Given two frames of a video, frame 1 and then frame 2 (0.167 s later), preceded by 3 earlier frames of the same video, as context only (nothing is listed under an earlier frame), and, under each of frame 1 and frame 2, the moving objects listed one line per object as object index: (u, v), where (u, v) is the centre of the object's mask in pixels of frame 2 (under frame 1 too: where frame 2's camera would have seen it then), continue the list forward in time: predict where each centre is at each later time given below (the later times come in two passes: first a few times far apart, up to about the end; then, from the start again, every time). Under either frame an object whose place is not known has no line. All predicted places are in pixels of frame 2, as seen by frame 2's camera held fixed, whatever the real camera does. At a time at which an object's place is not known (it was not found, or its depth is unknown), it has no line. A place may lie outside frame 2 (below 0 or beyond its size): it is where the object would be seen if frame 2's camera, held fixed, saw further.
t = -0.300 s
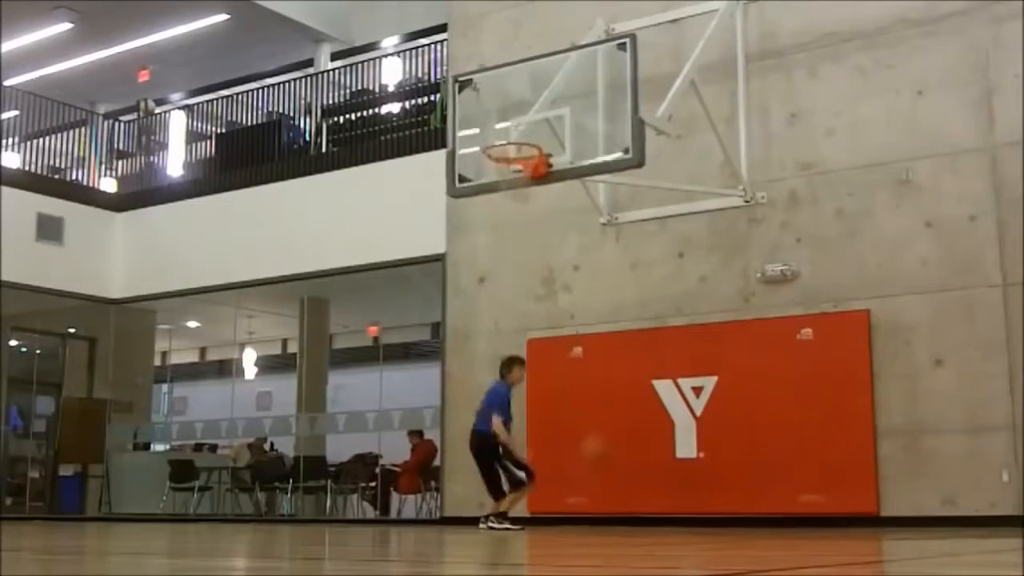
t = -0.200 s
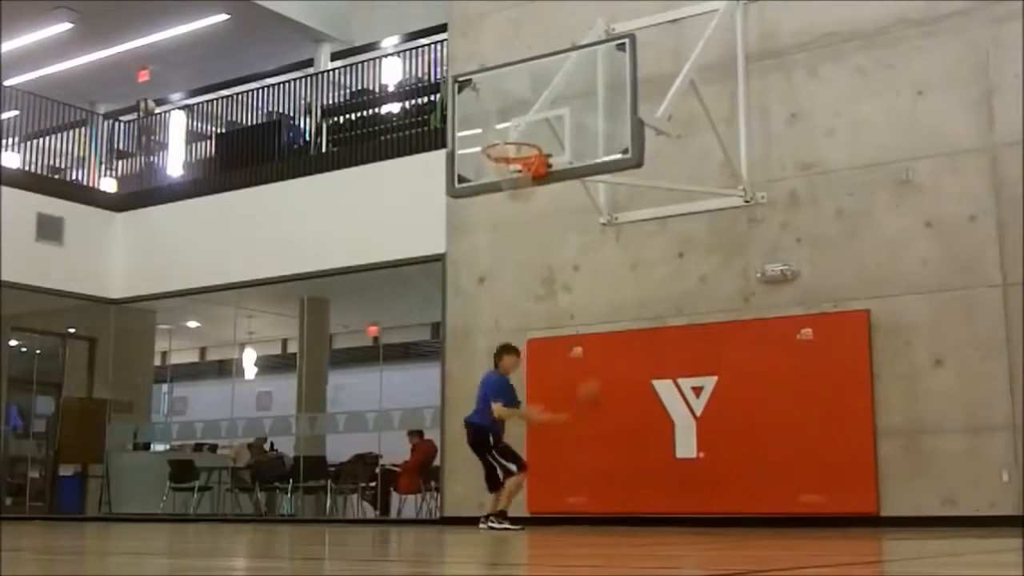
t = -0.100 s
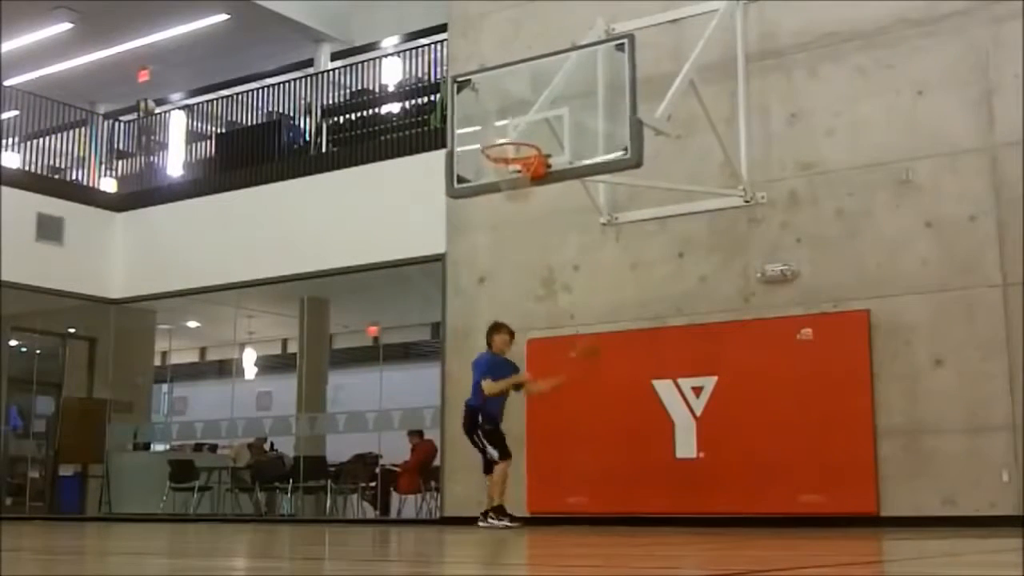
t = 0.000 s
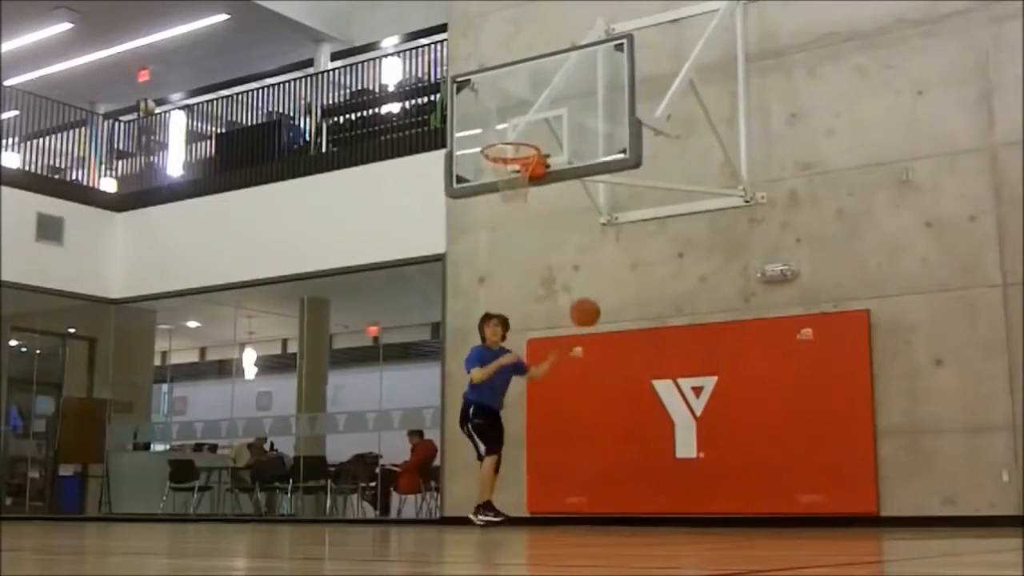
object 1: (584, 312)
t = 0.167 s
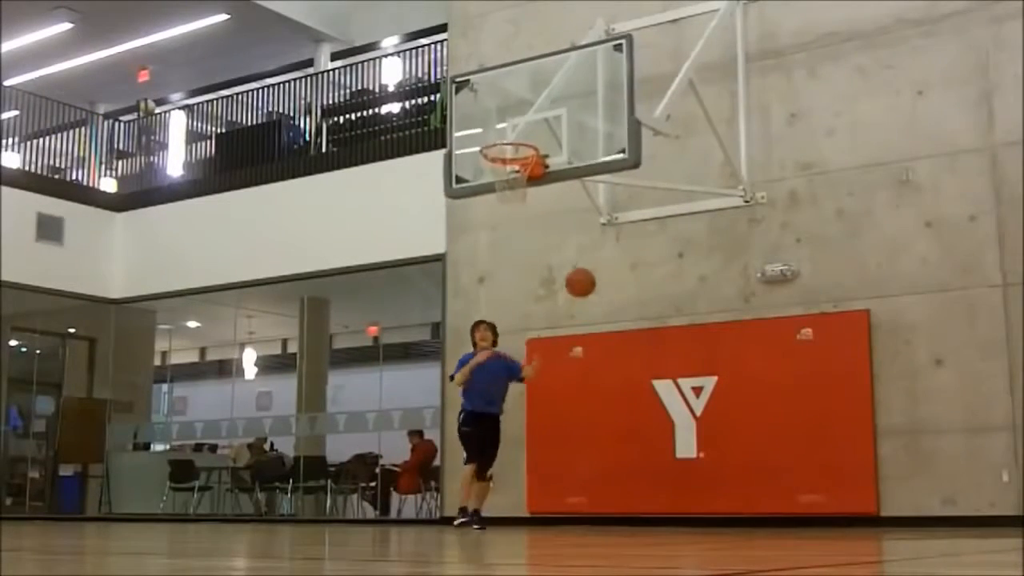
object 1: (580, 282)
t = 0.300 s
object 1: (577, 283)
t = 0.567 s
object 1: (575, 350)
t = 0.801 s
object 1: (565, 507)
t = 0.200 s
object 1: (579, 281)
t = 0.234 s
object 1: (578, 280)
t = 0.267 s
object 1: (578, 281)
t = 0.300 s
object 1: (577, 283)
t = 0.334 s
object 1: (576, 286)
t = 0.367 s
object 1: (576, 292)
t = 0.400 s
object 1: (575, 298)
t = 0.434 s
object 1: (574, 307)
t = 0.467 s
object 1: (573, 316)
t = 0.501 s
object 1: (573, 326)
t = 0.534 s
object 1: (574, 339)
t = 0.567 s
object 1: (575, 350)
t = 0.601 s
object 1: (573, 368)
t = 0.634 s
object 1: (570, 385)
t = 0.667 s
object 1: (570, 409)
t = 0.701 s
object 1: (568, 428)
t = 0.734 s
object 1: (567, 451)
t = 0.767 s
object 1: (566, 473)
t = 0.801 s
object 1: (565, 507)
